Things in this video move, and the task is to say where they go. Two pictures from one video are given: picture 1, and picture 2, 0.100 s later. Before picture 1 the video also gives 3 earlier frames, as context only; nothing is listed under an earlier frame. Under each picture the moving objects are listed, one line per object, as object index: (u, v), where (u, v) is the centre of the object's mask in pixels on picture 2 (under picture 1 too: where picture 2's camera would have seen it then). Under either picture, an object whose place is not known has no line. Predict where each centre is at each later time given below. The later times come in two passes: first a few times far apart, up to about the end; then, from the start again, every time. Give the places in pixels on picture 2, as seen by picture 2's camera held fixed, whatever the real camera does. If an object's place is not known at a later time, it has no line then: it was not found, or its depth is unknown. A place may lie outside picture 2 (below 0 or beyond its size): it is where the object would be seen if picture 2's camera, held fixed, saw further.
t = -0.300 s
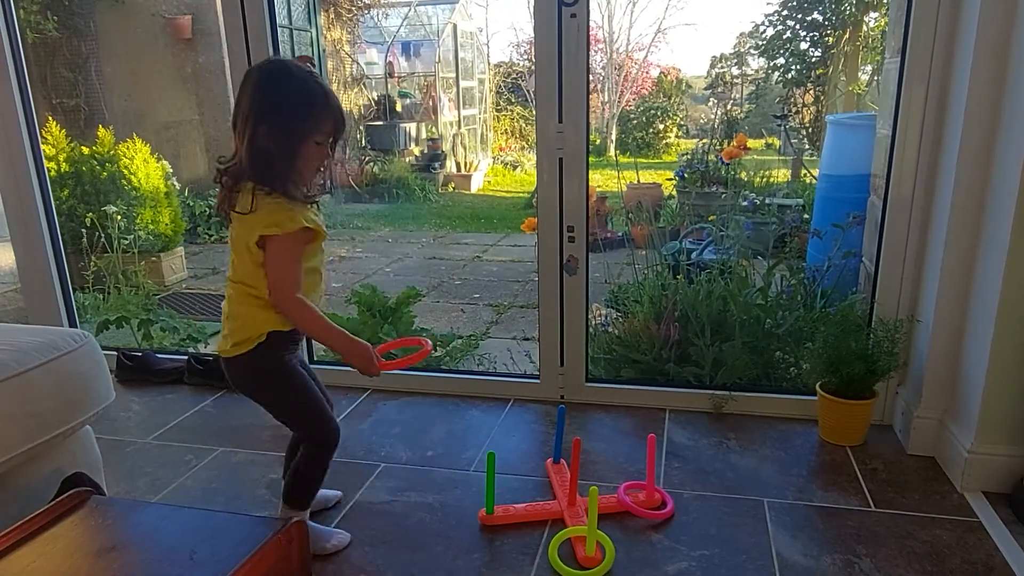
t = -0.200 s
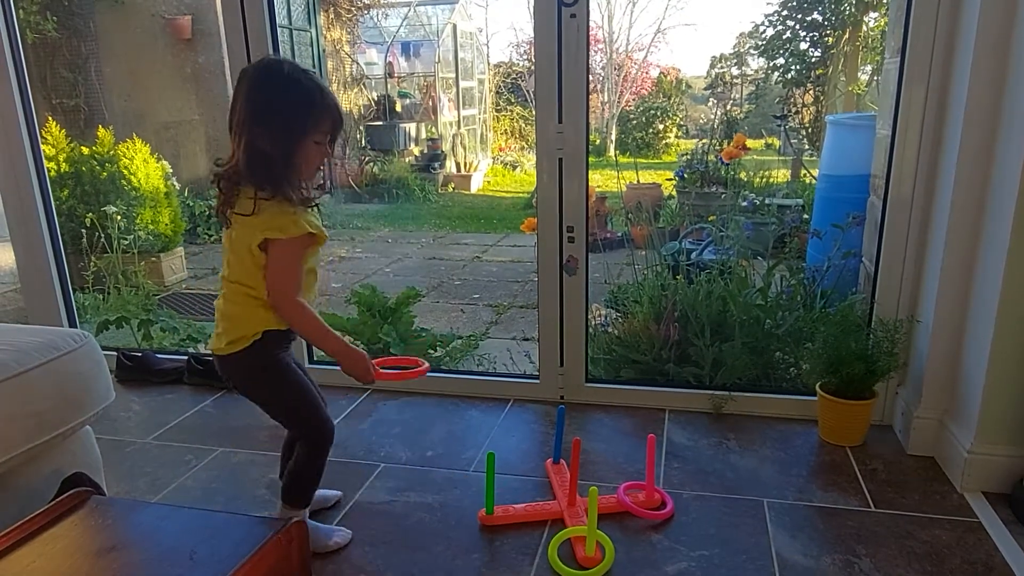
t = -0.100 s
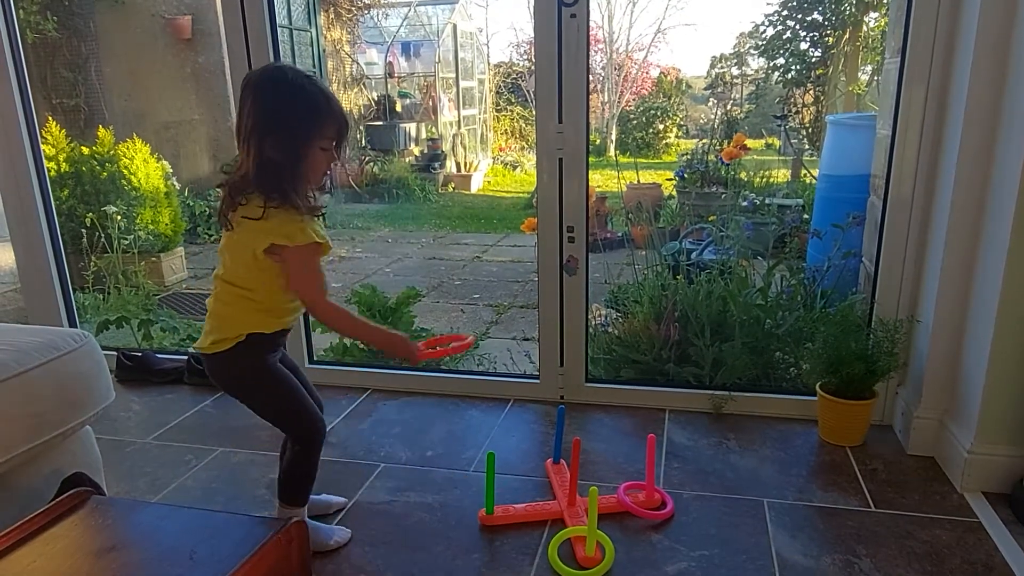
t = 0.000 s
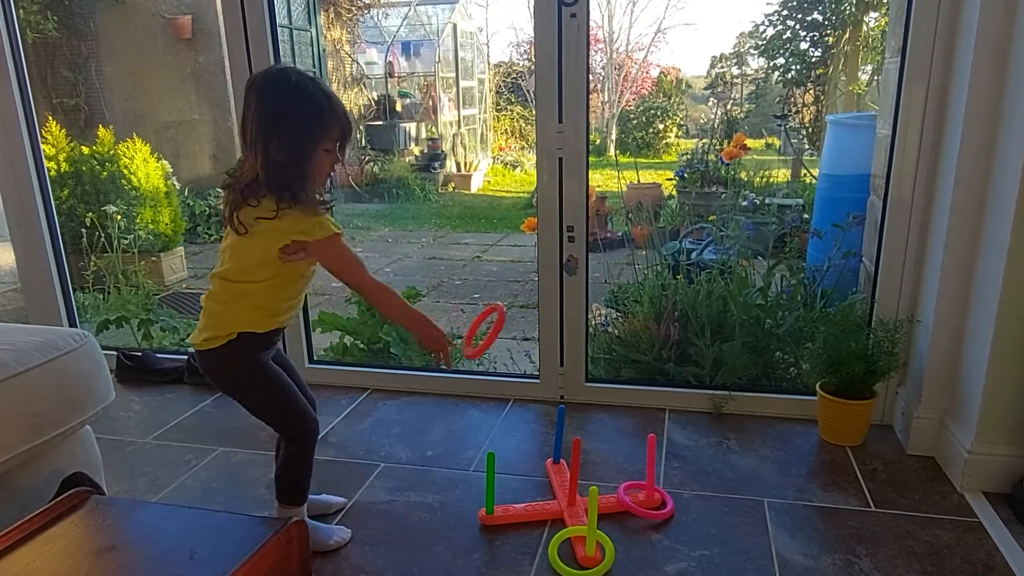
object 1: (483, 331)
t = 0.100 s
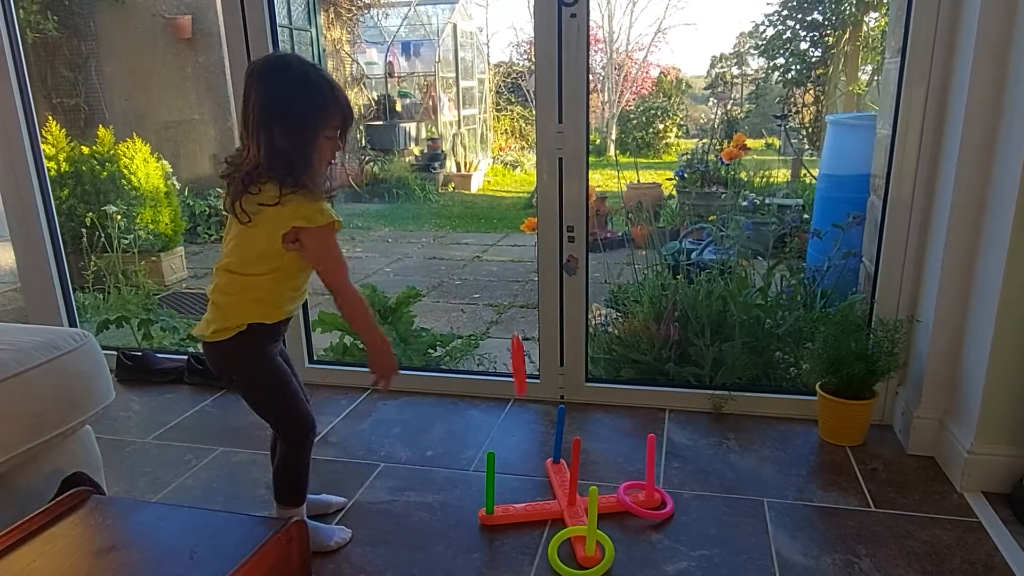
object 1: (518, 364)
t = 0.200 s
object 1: (550, 441)
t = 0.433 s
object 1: (524, 502)
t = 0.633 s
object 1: (524, 501)
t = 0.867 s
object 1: (525, 500)
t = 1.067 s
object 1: (524, 499)
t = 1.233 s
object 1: (523, 499)
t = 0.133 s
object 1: (529, 385)
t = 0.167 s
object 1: (540, 411)
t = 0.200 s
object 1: (550, 441)
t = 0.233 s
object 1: (554, 470)
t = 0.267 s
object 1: (550, 476)
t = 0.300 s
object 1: (545, 476)
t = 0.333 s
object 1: (540, 480)
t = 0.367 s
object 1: (534, 486)
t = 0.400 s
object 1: (527, 477)
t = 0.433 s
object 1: (524, 502)
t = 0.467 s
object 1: (524, 502)
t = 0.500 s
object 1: (524, 502)
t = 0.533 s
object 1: (524, 501)
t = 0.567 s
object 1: (524, 501)
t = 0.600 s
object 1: (524, 501)
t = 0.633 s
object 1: (524, 501)
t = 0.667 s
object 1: (524, 499)
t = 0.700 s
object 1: (523, 499)
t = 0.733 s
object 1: (523, 498)
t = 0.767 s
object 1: (524, 499)
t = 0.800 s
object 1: (524, 500)
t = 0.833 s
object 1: (524, 500)
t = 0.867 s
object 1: (525, 500)
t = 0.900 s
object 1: (524, 500)
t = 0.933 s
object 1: (524, 500)
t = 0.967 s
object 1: (525, 500)
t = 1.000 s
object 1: (524, 500)
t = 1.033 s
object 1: (524, 499)
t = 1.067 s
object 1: (524, 499)
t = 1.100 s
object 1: (523, 499)
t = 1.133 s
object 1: (523, 499)
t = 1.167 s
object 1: (523, 499)
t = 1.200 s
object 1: (523, 499)
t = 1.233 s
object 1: (523, 499)
